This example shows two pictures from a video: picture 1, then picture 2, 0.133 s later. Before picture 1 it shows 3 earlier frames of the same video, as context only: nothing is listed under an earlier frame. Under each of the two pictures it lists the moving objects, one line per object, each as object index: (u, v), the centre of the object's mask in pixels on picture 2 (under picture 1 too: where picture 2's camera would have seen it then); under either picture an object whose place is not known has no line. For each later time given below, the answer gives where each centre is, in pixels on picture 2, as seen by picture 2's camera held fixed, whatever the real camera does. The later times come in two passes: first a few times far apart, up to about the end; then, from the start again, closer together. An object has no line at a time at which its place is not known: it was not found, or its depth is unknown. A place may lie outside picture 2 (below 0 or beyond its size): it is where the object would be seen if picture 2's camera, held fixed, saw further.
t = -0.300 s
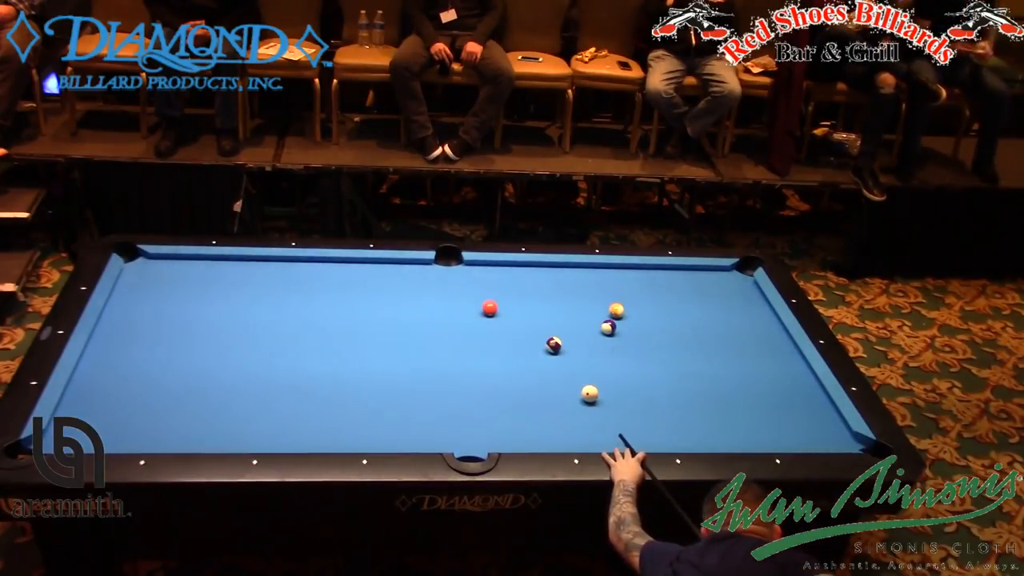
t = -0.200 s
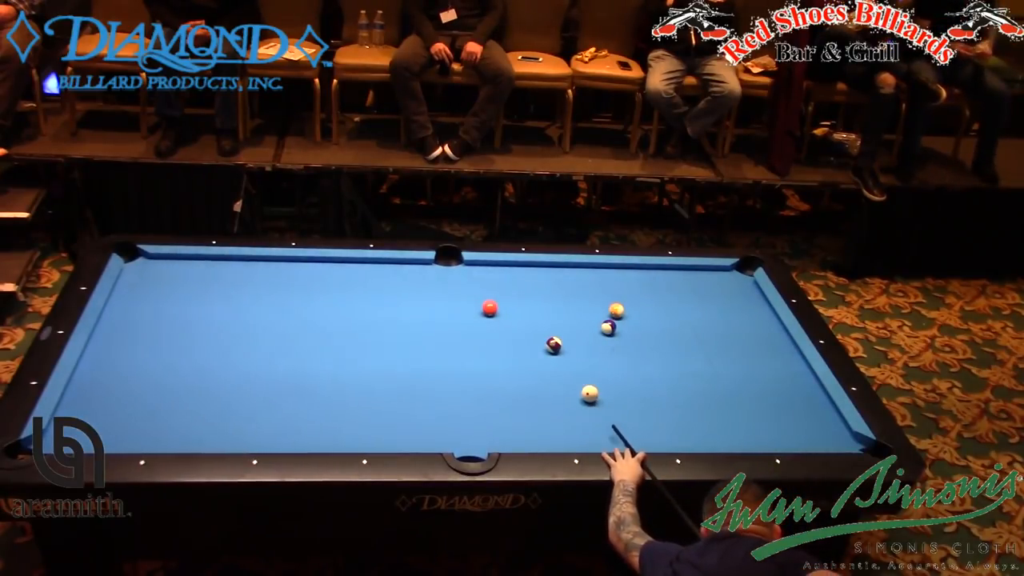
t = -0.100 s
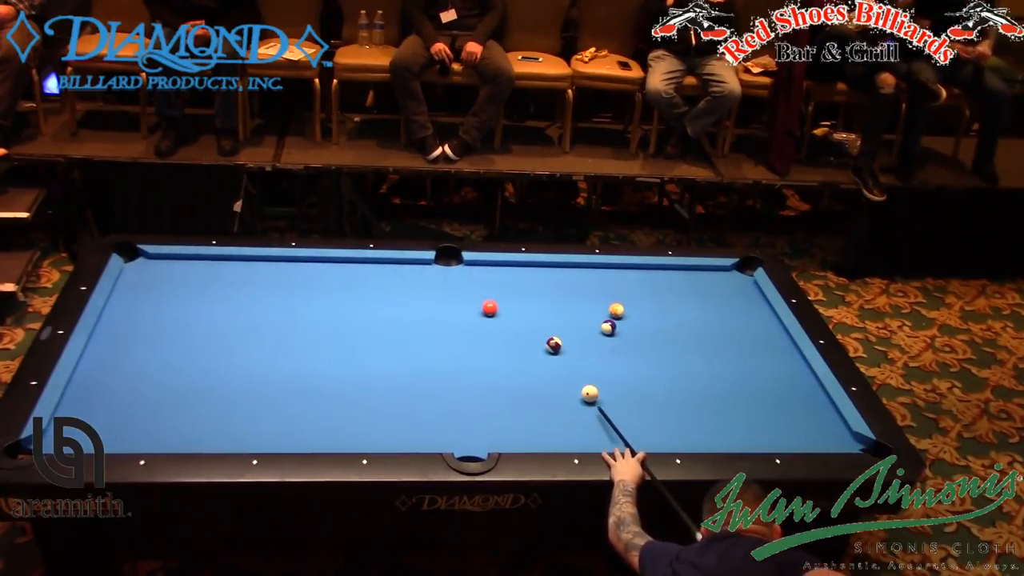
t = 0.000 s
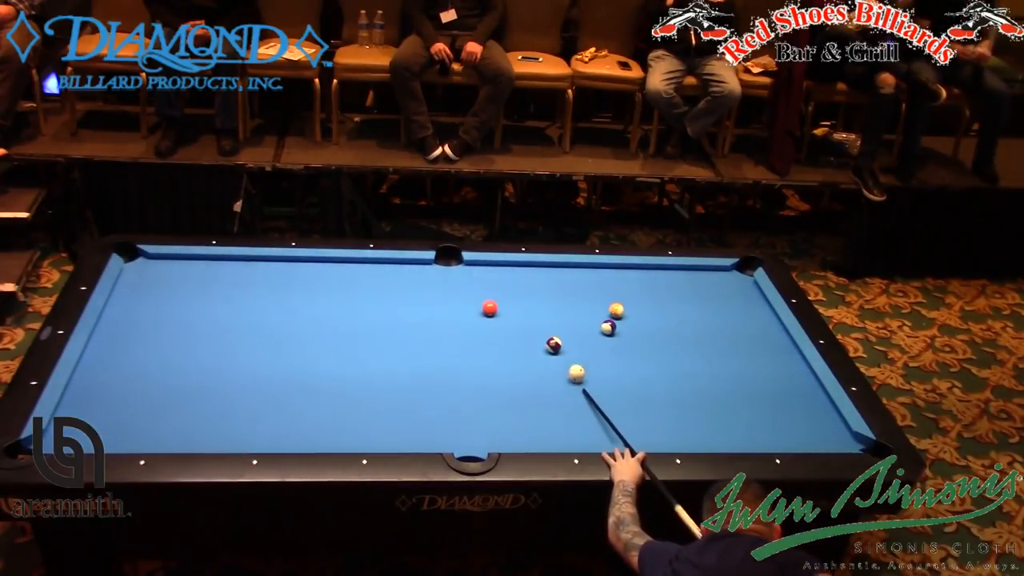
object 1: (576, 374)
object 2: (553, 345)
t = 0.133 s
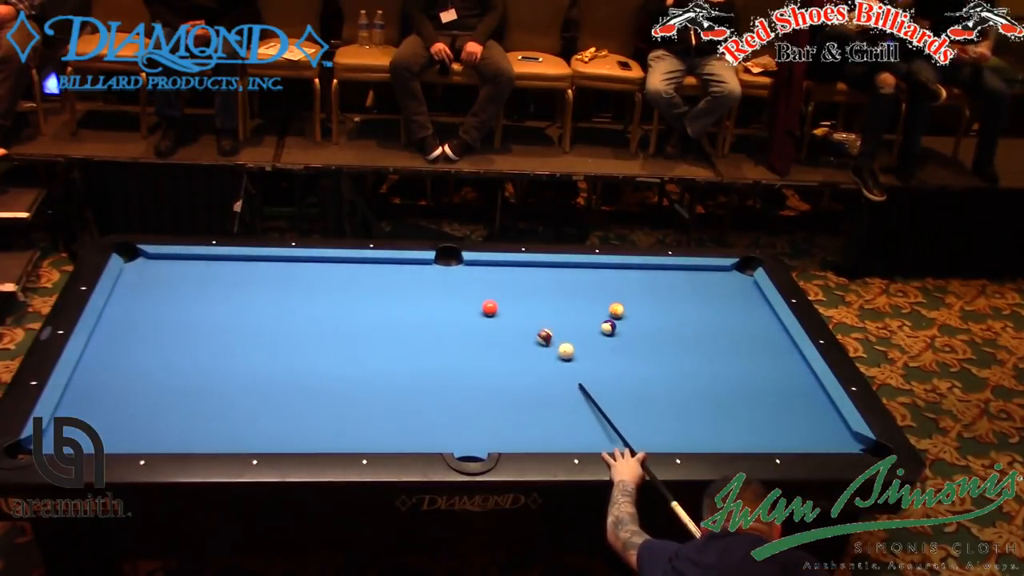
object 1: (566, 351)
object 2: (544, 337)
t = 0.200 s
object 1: (570, 350)
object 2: (531, 326)
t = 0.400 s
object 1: (582, 349)
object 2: (500, 299)
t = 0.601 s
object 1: (594, 348)
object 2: (472, 277)
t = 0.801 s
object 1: (604, 347)
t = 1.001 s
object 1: (614, 345)
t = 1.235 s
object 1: (624, 344)
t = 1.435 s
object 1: (632, 343)
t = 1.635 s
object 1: (639, 343)
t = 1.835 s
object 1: (646, 342)
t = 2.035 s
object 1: (652, 341)
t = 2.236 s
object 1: (656, 341)
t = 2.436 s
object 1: (660, 341)
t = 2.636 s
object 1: (664, 341)
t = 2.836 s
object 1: (666, 340)
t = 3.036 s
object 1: (668, 340)
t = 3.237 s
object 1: (669, 339)
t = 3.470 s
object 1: (670, 339)
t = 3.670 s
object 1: (670, 339)
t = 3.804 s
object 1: (669, 339)
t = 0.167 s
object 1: (568, 351)
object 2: (538, 332)
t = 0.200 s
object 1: (570, 350)
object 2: (531, 326)
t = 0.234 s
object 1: (572, 350)
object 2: (525, 321)
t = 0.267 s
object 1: (574, 350)
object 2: (519, 317)
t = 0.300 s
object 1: (576, 350)
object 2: (515, 313)
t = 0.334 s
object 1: (579, 350)
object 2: (510, 308)
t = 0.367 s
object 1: (581, 349)
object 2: (505, 304)
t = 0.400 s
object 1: (582, 349)
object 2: (500, 299)
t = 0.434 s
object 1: (584, 349)
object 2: (495, 295)
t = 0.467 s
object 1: (586, 349)
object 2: (491, 292)
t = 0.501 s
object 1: (588, 348)
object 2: (487, 288)
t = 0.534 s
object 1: (590, 348)
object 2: (481, 285)
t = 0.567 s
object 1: (592, 348)
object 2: (477, 281)
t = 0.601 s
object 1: (594, 348)
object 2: (472, 277)
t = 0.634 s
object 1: (596, 347)
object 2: (468, 273)
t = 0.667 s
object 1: (597, 347)
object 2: (464, 270)
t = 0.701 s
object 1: (599, 347)
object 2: (459, 266)
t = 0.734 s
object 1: (601, 347)
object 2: (454, 263)
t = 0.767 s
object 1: (603, 347)
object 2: (450, 257)
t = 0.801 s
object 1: (604, 347)
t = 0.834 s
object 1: (606, 346)
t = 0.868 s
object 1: (608, 346)
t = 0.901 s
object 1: (609, 346)
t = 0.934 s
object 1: (611, 346)
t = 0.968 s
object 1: (612, 346)
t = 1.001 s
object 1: (614, 345)
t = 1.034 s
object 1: (616, 345)
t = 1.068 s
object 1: (617, 345)
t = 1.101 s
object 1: (619, 345)
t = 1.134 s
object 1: (620, 345)
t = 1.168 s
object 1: (622, 344)
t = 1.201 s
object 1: (623, 344)
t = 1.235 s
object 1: (624, 344)
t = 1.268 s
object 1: (626, 344)
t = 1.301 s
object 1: (627, 344)
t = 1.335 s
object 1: (628, 344)
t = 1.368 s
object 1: (630, 343)
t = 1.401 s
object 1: (631, 344)
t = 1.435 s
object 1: (632, 343)
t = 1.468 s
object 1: (634, 343)
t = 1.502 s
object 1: (635, 343)
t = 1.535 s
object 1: (636, 343)
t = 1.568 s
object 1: (638, 343)
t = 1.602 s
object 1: (638, 343)
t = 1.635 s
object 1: (639, 343)
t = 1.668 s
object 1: (640, 342)
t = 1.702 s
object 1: (641, 343)
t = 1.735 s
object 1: (643, 342)
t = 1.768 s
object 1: (644, 342)
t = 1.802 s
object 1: (645, 342)
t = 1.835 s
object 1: (646, 342)
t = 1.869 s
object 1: (647, 342)
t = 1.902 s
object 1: (648, 342)
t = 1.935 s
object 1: (649, 342)
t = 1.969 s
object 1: (650, 342)
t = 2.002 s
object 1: (651, 342)
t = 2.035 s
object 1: (652, 341)
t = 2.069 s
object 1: (652, 342)
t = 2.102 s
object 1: (653, 341)
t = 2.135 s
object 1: (654, 342)
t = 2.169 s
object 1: (655, 341)
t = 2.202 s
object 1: (656, 341)
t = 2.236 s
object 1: (656, 341)
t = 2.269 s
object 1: (657, 341)
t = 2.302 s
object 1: (658, 341)
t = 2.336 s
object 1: (658, 341)
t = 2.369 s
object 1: (659, 341)
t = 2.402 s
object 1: (660, 341)
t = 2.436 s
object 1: (660, 341)
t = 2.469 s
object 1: (661, 341)
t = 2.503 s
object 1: (662, 341)
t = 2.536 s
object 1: (662, 341)
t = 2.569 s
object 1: (663, 341)
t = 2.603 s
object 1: (663, 341)
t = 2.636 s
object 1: (664, 341)
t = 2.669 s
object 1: (664, 341)
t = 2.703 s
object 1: (664, 340)
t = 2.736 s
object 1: (665, 340)
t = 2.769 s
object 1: (665, 340)
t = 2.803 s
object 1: (666, 340)
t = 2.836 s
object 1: (666, 340)
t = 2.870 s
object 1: (666, 340)
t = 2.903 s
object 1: (667, 340)
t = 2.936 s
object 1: (667, 340)
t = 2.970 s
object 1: (667, 340)
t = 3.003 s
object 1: (668, 340)
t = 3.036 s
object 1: (668, 340)
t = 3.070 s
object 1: (668, 340)
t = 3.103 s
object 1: (668, 340)
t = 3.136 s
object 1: (668, 339)
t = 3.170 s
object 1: (669, 340)
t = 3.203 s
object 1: (669, 339)
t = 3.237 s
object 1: (669, 339)
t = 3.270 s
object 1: (669, 339)
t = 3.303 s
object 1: (669, 339)
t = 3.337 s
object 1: (669, 339)
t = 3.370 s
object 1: (669, 339)
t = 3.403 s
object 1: (670, 339)
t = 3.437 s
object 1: (669, 339)
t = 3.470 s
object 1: (670, 339)
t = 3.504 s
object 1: (670, 339)
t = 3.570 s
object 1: (670, 339)
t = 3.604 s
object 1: (670, 339)
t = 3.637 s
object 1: (670, 339)
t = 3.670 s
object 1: (670, 339)
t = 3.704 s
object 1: (670, 339)
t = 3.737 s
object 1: (669, 339)
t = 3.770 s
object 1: (669, 339)
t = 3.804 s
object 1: (669, 339)
